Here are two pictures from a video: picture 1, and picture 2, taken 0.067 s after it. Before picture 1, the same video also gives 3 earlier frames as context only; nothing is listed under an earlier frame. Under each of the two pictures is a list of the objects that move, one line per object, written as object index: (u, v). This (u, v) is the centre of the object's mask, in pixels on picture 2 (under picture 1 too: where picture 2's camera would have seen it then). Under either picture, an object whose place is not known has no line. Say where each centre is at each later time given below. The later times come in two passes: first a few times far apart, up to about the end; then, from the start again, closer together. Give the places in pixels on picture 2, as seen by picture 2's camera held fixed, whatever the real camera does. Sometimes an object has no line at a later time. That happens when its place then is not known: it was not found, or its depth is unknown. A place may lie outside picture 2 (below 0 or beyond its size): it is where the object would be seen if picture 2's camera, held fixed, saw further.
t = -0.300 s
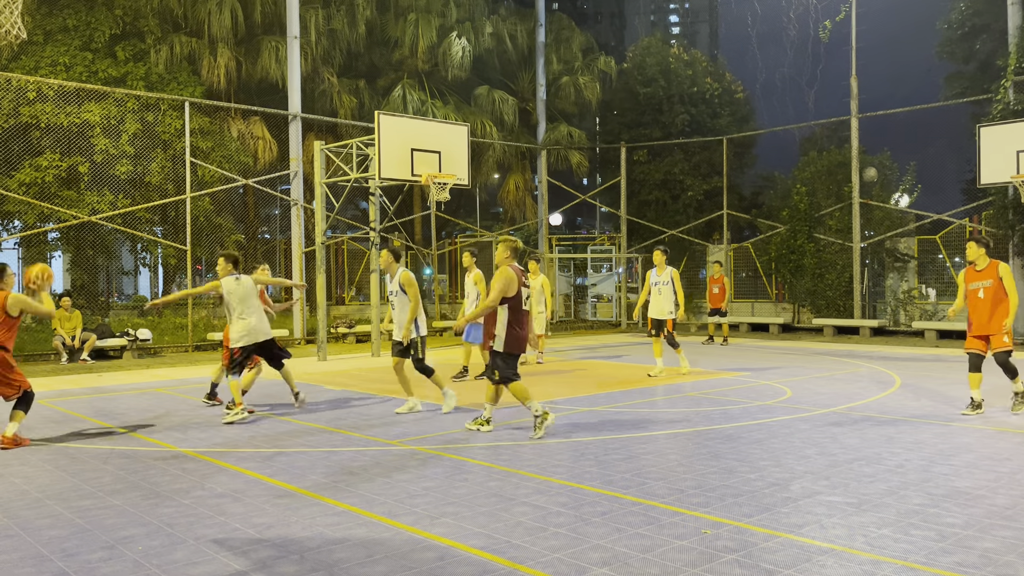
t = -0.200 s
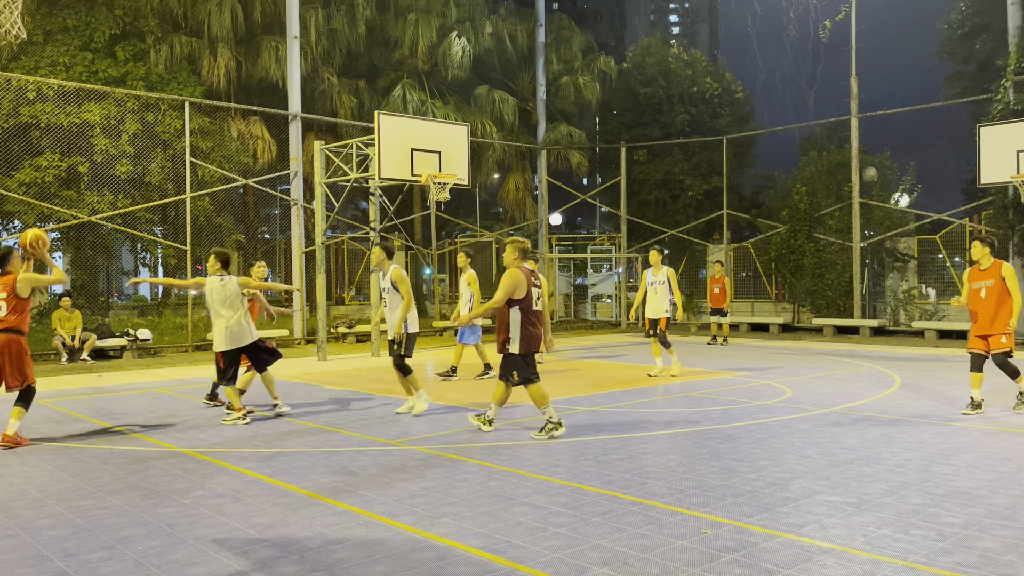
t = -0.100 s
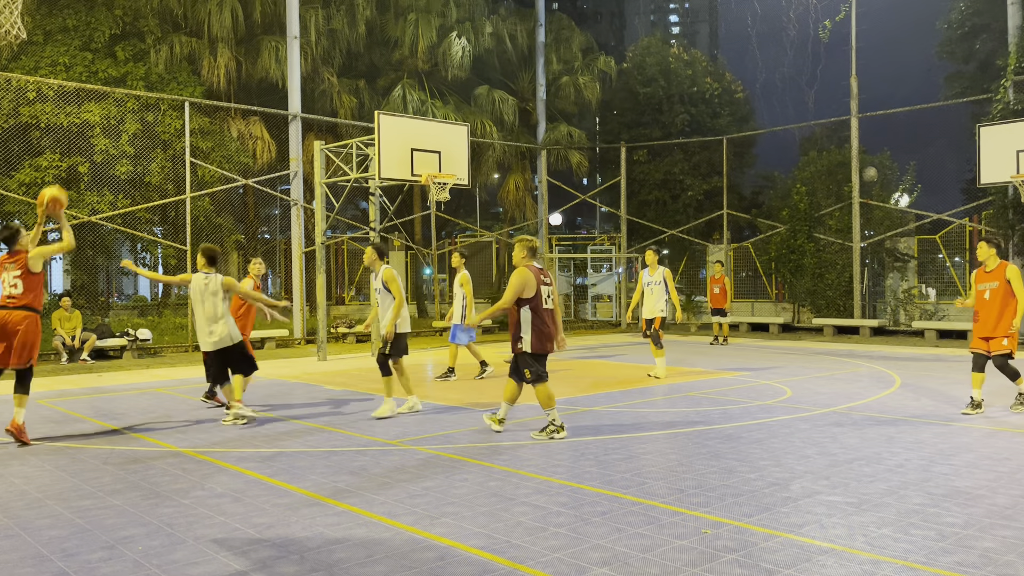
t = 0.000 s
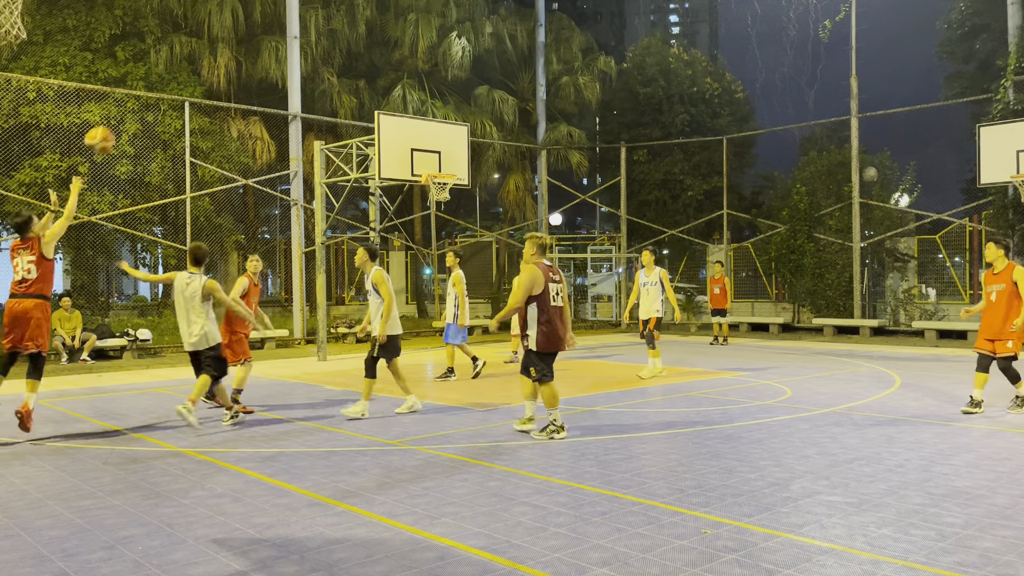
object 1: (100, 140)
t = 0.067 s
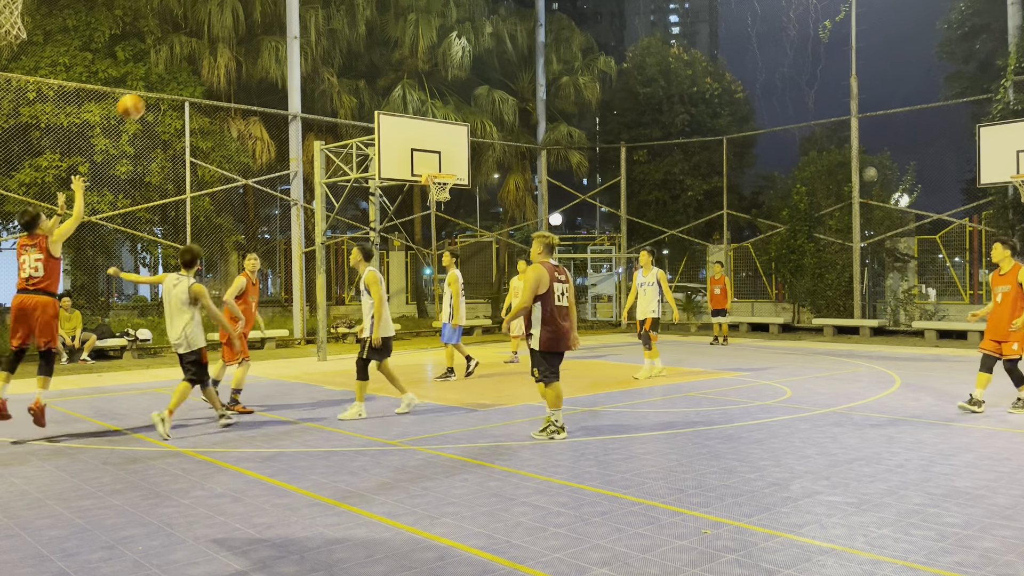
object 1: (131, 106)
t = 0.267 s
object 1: (210, 46)
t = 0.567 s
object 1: (306, 30)
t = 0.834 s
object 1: (372, 70)
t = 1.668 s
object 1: (422, 229)
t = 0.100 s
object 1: (145, 94)
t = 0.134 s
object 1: (159, 81)
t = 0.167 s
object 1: (173, 70)
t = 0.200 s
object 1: (186, 61)
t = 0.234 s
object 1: (198, 53)
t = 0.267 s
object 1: (210, 46)
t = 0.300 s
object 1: (222, 40)
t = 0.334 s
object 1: (233, 36)
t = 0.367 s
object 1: (244, 32)
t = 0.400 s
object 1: (255, 29)
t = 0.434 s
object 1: (266, 28)
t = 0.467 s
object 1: (276, 27)
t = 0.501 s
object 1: (286, 28)
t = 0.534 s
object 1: (296, 29)
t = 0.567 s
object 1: (306, 30)
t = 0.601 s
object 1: (314, 33)
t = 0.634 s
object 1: (323, 36)
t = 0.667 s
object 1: (332, 40)
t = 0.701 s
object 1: (341, 45)
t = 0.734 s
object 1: (348, 50)
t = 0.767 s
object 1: (357, 57)
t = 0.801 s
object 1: (365, 63)
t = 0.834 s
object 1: (372, 70)
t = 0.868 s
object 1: (380, 78)
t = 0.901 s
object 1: (387, 87)
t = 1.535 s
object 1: (430, 203)
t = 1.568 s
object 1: (428, 209)
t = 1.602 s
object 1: (426, 215)
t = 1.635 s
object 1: (424, 222)
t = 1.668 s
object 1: (422, 229)
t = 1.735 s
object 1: (418, 246)
